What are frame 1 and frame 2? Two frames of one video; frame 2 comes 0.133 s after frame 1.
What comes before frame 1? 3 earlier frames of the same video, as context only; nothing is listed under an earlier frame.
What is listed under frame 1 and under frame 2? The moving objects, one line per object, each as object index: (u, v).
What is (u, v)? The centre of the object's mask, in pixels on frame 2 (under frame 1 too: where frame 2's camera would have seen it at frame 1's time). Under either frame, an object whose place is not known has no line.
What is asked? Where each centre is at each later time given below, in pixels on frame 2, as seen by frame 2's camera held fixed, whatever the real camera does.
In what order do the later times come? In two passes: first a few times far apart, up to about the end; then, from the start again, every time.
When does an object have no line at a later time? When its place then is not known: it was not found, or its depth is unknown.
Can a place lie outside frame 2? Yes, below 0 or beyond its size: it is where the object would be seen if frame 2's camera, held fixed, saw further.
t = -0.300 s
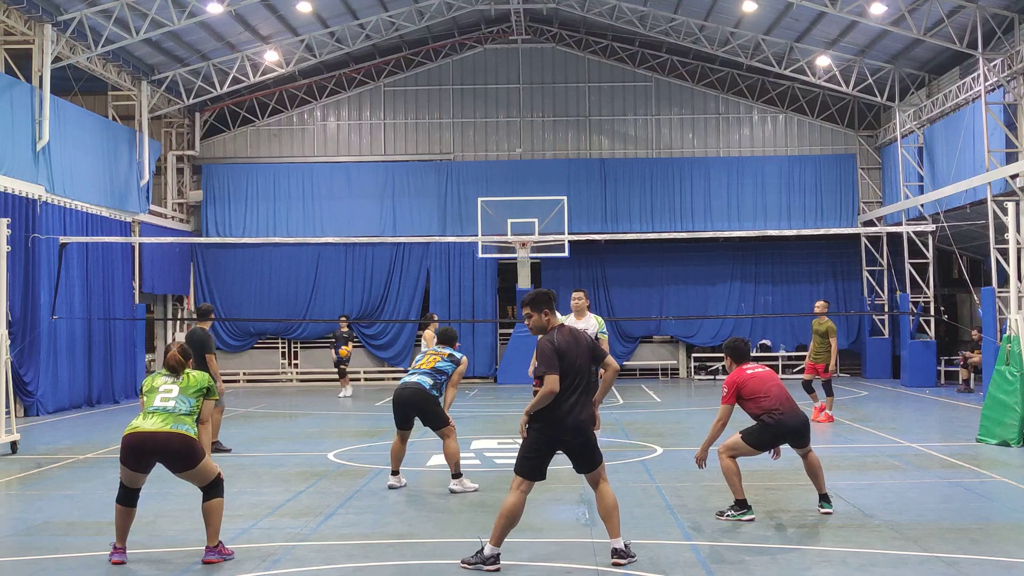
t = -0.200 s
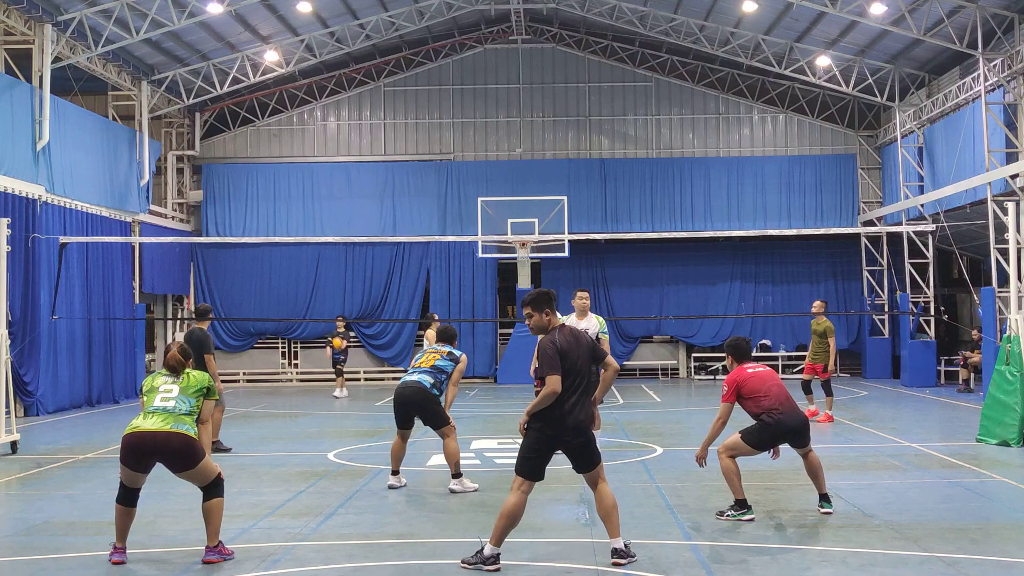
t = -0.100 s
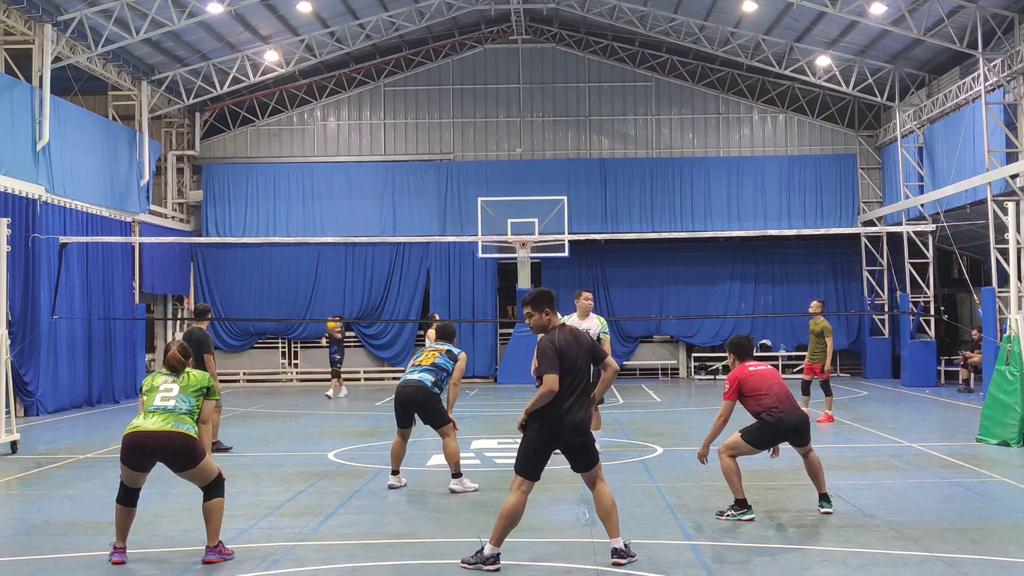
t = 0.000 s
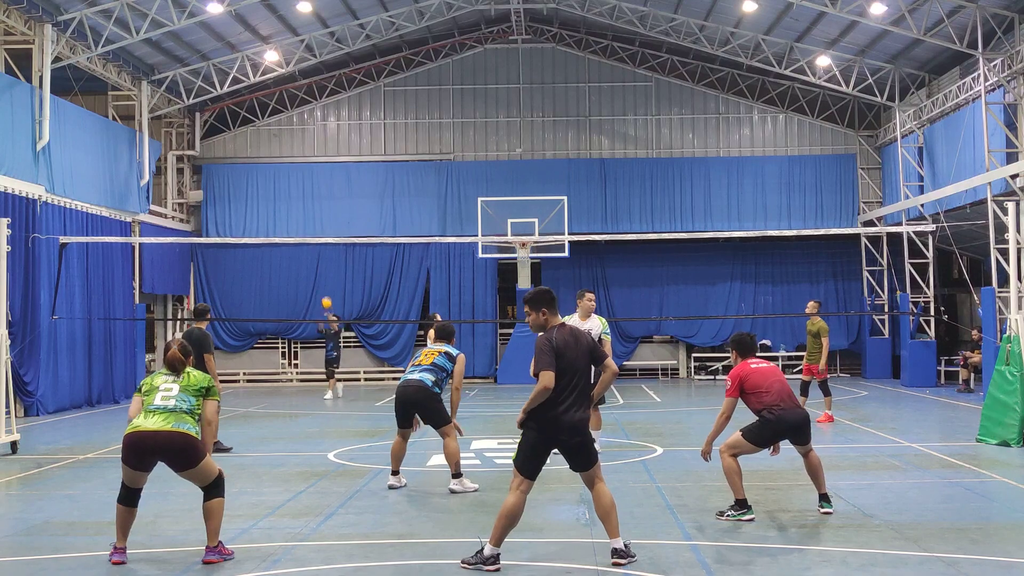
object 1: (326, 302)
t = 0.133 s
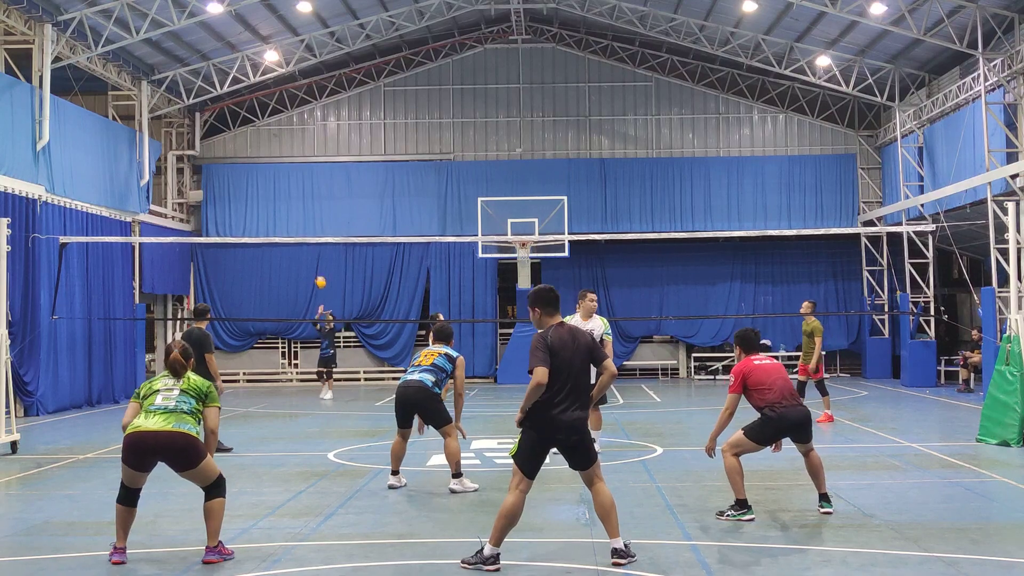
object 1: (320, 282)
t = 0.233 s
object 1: (316, 273)
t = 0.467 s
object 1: (306, 272)
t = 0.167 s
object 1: (319, 279)
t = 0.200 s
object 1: (317, 276)
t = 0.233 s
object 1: (316, 273)
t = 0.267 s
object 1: (314, 271)
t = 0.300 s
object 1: (313, 270)
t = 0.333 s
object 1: (312, 269)
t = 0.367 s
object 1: (310, 269)
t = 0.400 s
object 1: (309, 269)
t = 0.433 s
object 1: (307, 270)
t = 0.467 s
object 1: (306, 272)
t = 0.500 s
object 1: (304, 273)
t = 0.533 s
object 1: (303, 276)
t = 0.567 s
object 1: (302, 279)
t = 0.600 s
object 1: (300, 283)
